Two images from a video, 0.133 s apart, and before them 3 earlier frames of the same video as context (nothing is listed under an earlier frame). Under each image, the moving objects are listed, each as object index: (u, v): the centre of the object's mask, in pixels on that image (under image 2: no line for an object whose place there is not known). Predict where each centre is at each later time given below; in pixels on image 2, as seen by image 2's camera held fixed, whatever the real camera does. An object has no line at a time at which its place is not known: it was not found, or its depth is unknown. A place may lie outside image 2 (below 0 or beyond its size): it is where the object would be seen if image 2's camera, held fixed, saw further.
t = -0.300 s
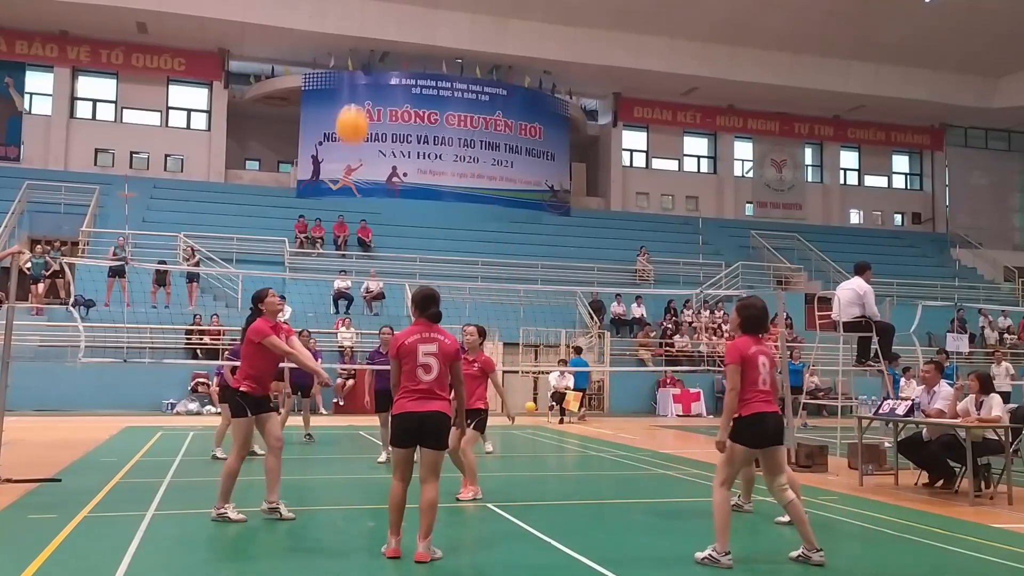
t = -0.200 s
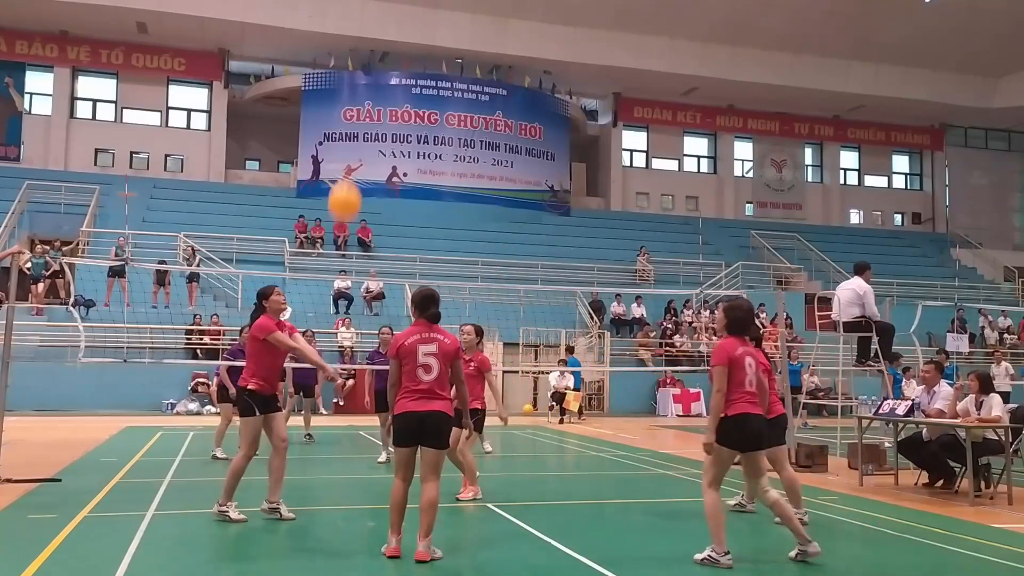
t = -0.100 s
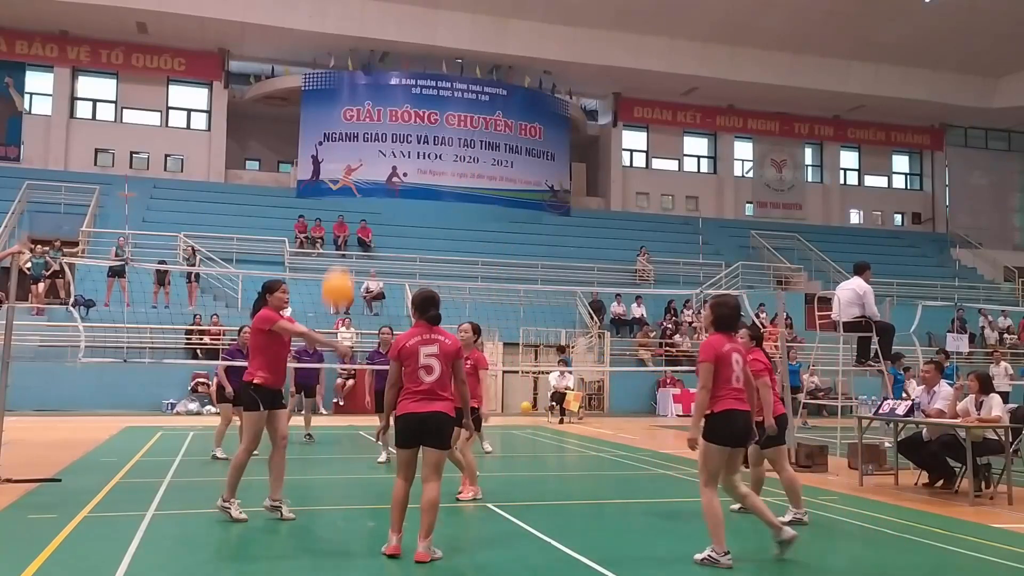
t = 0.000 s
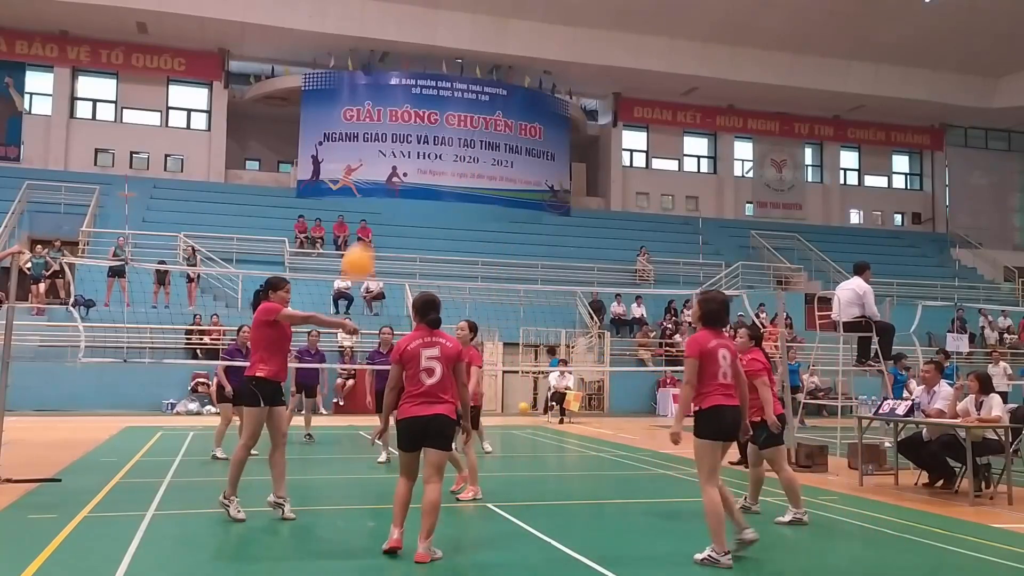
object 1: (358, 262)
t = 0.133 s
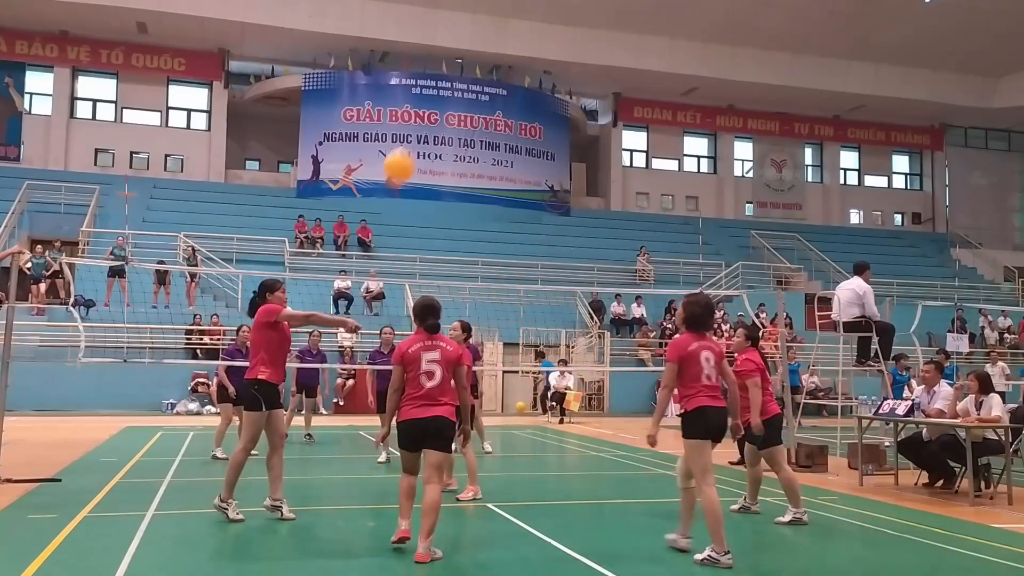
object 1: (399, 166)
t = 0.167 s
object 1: (408, 146)
